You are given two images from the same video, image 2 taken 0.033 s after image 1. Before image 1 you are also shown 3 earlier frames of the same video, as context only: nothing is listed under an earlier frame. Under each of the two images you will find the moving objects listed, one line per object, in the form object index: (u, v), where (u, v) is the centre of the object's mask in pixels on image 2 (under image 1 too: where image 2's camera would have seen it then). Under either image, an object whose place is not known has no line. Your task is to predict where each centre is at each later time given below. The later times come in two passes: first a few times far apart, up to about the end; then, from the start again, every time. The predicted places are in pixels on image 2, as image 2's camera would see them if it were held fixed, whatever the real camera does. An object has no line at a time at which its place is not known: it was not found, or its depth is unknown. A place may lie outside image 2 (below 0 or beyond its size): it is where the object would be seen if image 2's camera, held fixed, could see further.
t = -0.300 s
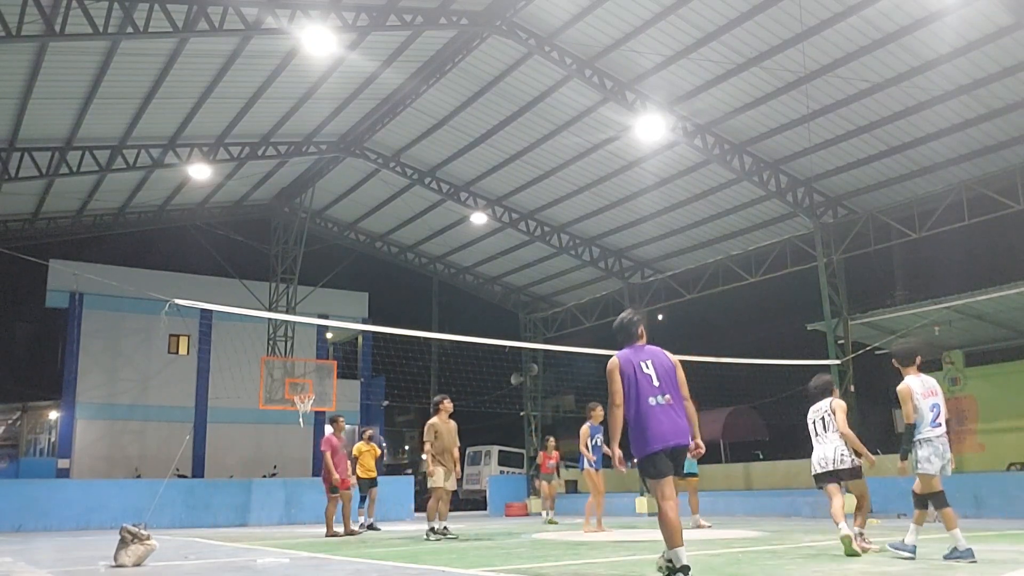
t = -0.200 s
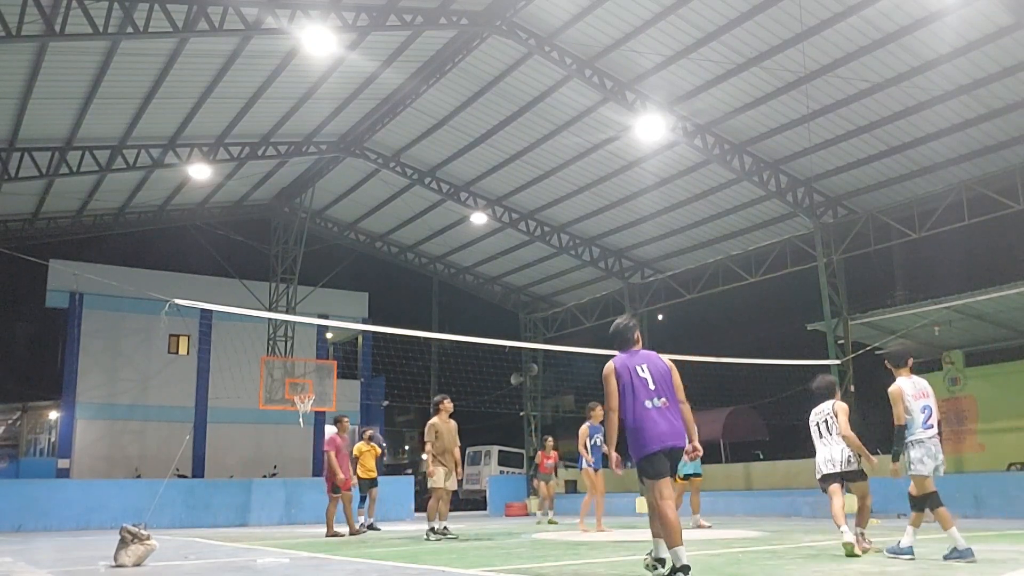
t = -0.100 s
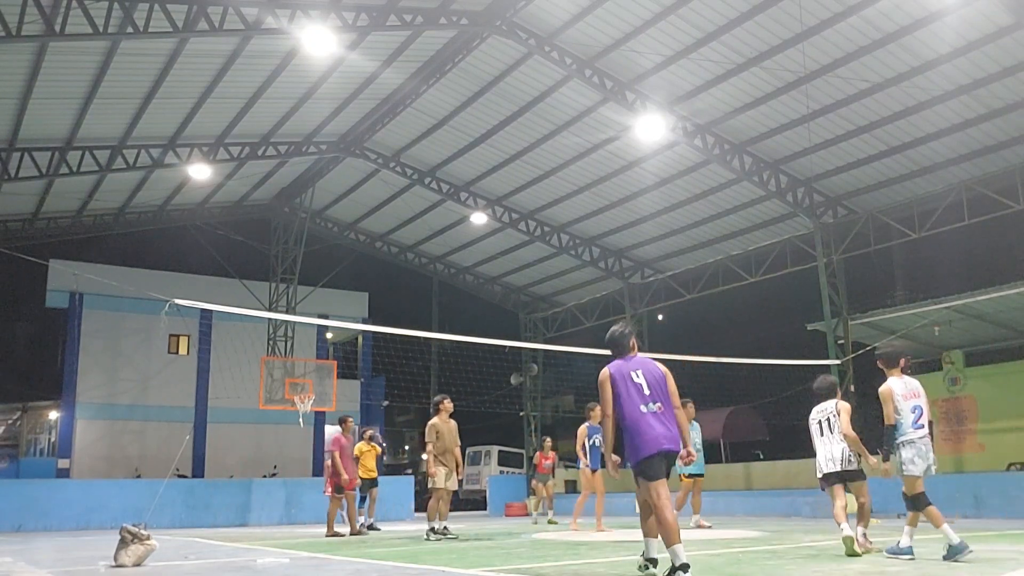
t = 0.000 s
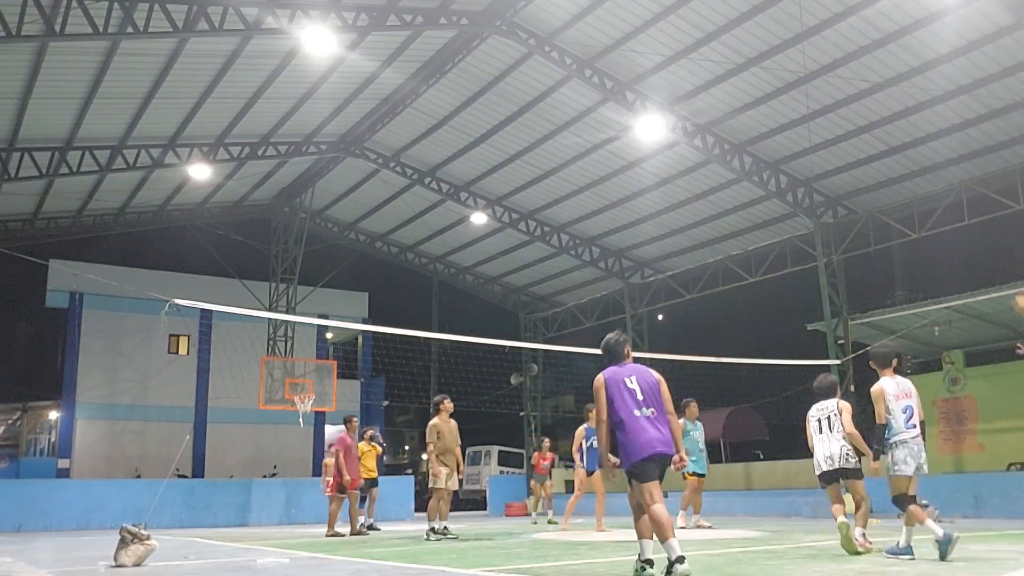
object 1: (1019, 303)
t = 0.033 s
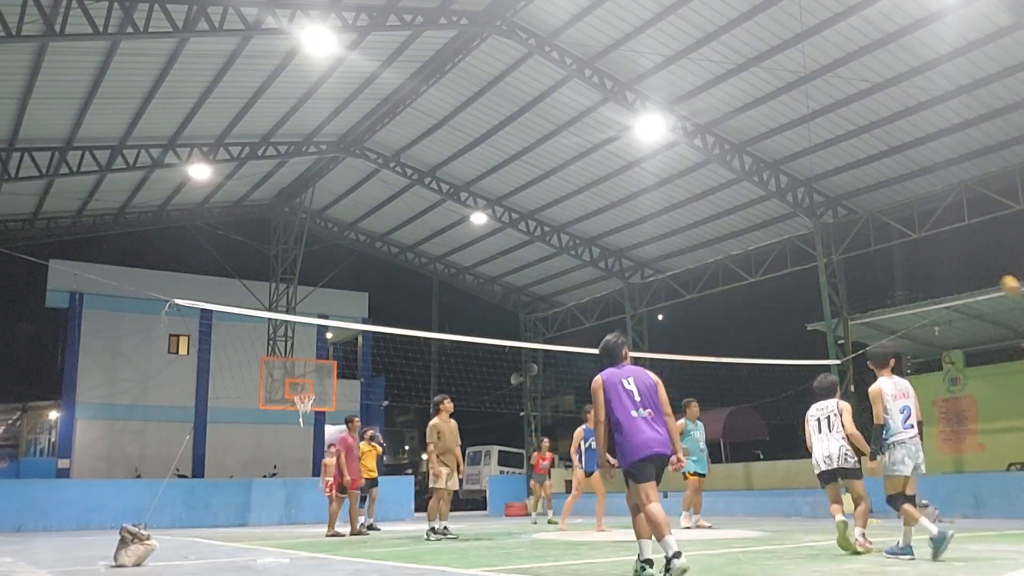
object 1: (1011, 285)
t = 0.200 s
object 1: (954, 204)
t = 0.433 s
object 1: (887, 125)
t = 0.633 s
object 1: (837, 88)
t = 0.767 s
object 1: (804, 80)
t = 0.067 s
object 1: (999, 269)
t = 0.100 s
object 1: (987, 250)
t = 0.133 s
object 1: (976, 234)
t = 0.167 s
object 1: (965, 218)
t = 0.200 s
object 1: (954, 204)
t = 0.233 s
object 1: (944, 190)
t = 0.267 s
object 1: (934, 178)
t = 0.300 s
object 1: (924, 165)
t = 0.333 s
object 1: (914, 153)
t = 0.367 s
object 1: (905, 143)
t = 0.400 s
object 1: (896, 134)
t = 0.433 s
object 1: (887, 125)
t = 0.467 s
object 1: (879, 118)
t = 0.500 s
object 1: (870, 110)
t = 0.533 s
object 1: (862, 102)
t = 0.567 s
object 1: (853, 99)
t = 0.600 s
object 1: (846, 94)
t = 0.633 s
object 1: (837, 88)
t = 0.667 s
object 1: (830, 87)
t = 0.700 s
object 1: (825, 84)
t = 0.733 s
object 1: (815, 79)
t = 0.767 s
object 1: (804, 80)
